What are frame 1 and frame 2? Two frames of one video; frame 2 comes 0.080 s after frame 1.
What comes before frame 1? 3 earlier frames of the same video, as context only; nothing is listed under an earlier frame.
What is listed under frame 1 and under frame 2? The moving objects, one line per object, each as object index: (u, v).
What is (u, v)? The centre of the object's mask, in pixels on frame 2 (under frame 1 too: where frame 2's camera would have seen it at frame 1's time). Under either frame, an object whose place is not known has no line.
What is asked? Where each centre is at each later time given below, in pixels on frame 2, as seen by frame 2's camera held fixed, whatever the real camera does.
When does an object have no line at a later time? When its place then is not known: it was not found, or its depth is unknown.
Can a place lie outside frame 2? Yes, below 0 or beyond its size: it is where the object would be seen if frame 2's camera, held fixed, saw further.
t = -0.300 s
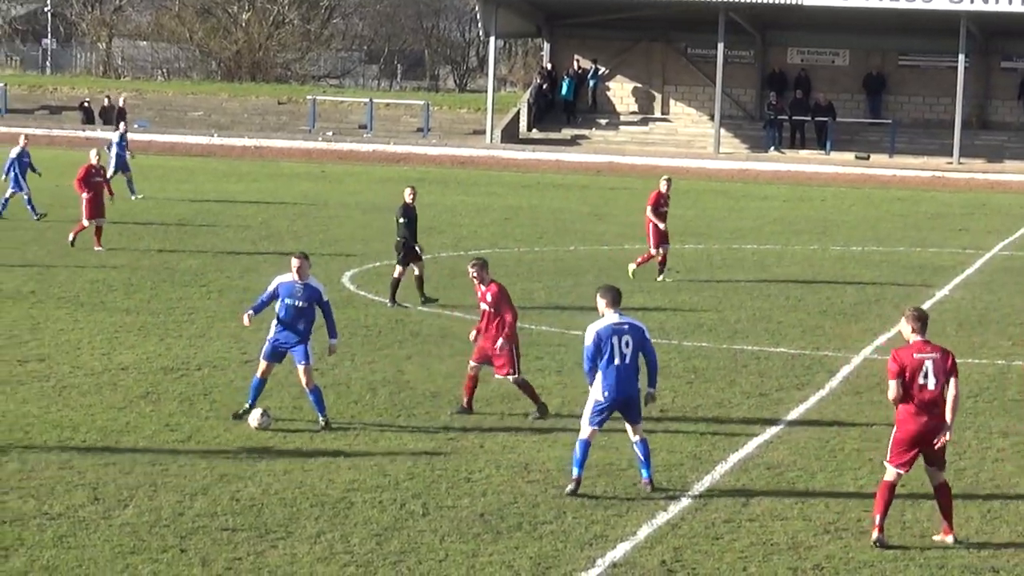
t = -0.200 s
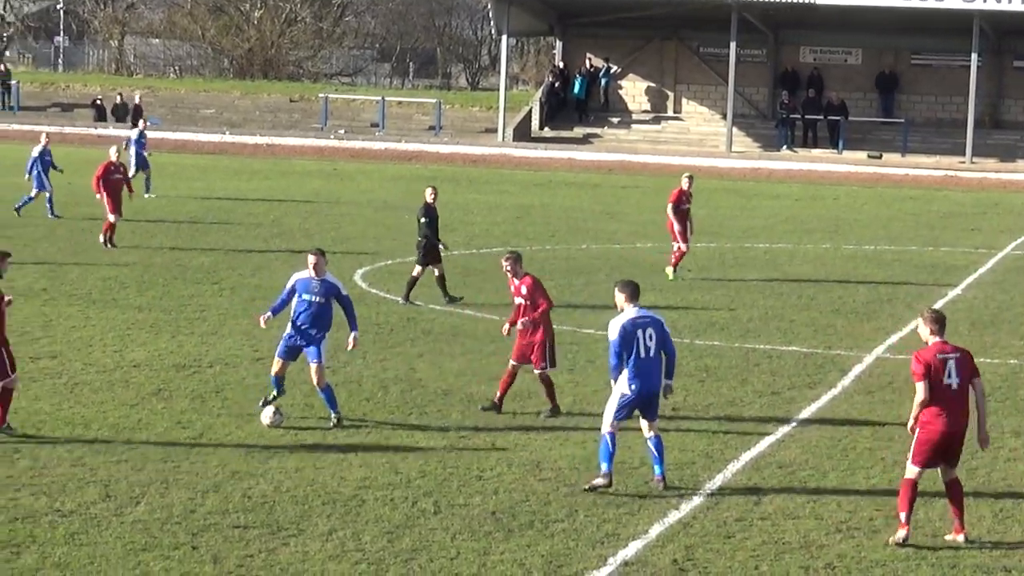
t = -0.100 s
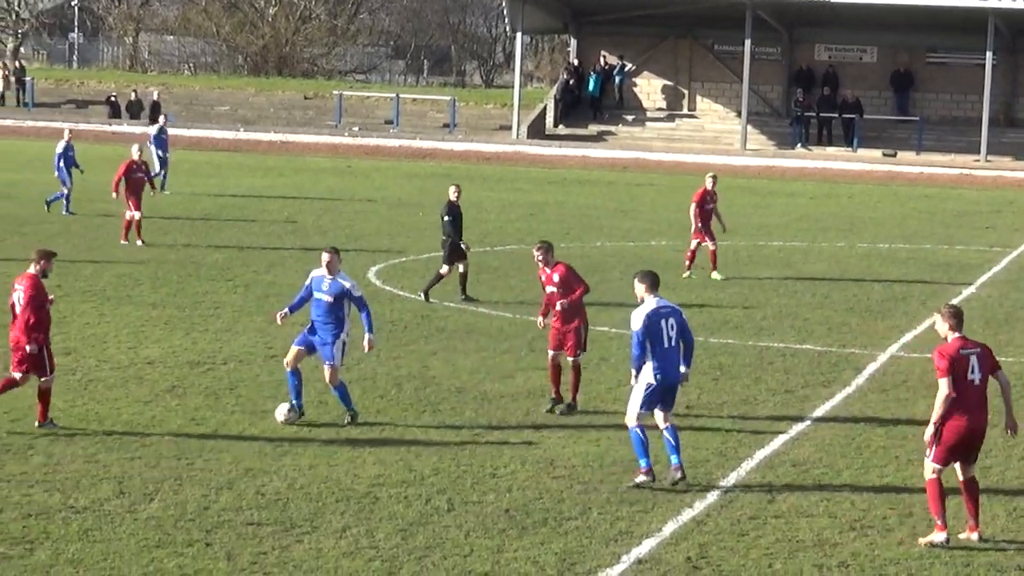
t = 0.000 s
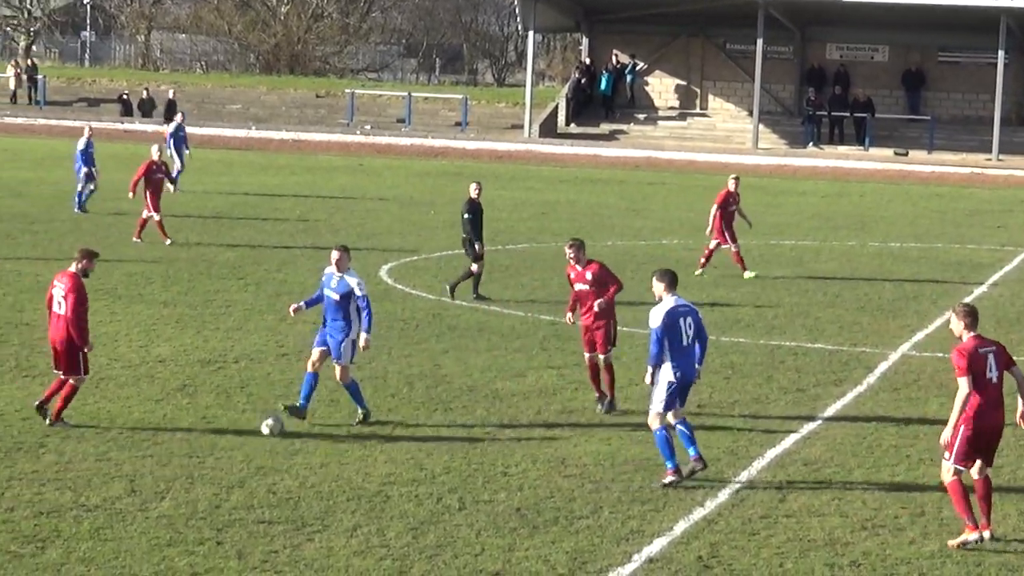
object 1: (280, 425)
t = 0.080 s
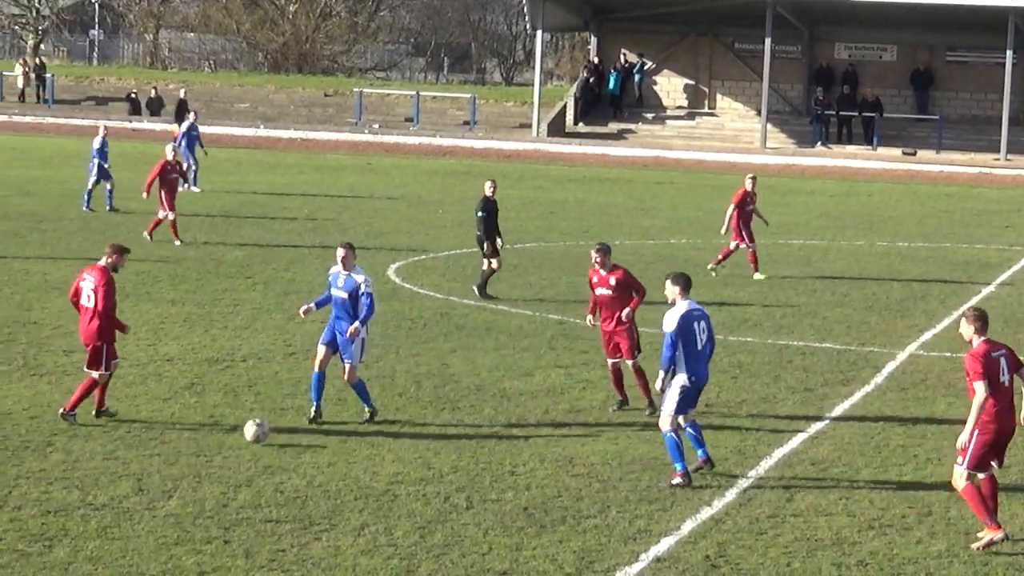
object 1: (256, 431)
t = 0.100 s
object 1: (250, 433)
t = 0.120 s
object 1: (244, 436)
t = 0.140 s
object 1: (238, 439)
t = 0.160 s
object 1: (232, 443)
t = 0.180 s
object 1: (226, 447)
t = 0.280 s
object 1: (198, 458)
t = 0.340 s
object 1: (182, 467)
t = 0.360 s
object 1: (177, 472)
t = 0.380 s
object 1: (171, 477)
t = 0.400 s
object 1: (165, 480)
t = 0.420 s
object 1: (161, 481)
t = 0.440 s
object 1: (156, 483)
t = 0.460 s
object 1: (151, 484)
